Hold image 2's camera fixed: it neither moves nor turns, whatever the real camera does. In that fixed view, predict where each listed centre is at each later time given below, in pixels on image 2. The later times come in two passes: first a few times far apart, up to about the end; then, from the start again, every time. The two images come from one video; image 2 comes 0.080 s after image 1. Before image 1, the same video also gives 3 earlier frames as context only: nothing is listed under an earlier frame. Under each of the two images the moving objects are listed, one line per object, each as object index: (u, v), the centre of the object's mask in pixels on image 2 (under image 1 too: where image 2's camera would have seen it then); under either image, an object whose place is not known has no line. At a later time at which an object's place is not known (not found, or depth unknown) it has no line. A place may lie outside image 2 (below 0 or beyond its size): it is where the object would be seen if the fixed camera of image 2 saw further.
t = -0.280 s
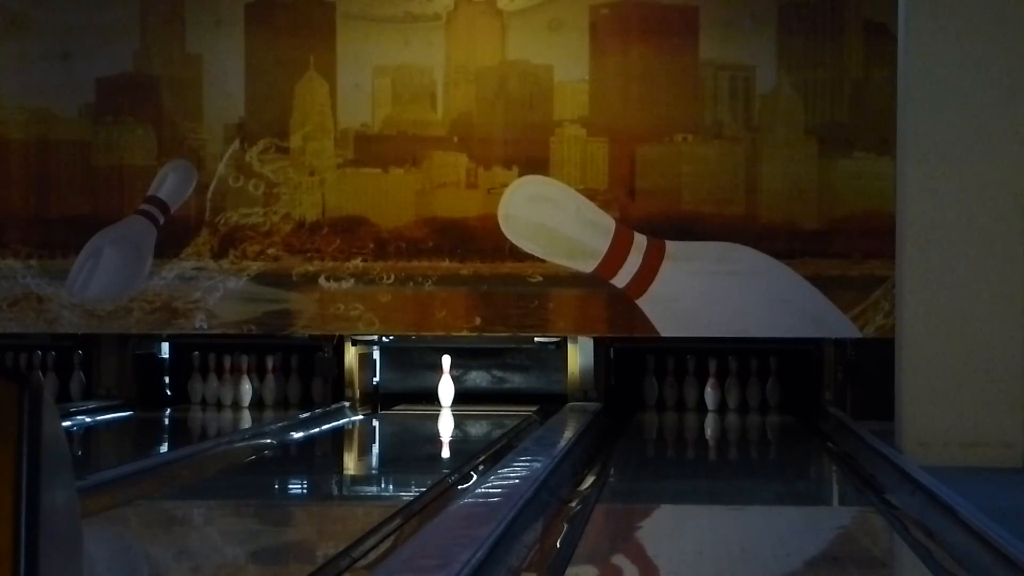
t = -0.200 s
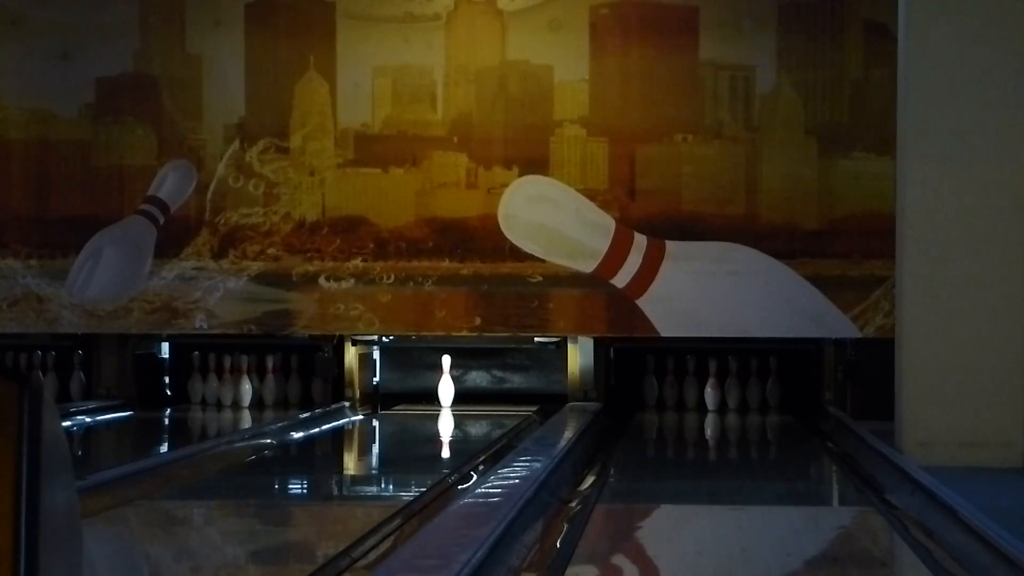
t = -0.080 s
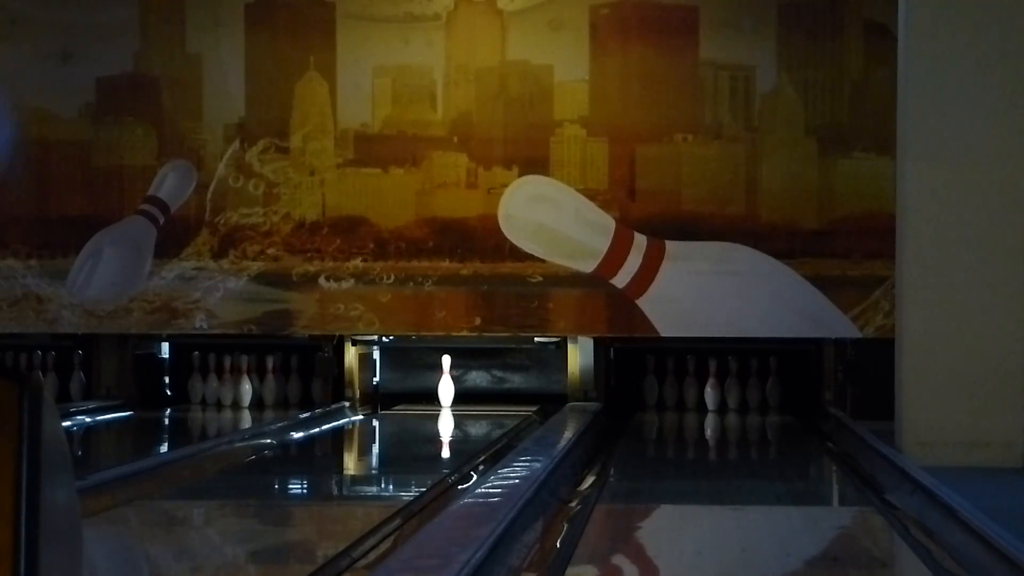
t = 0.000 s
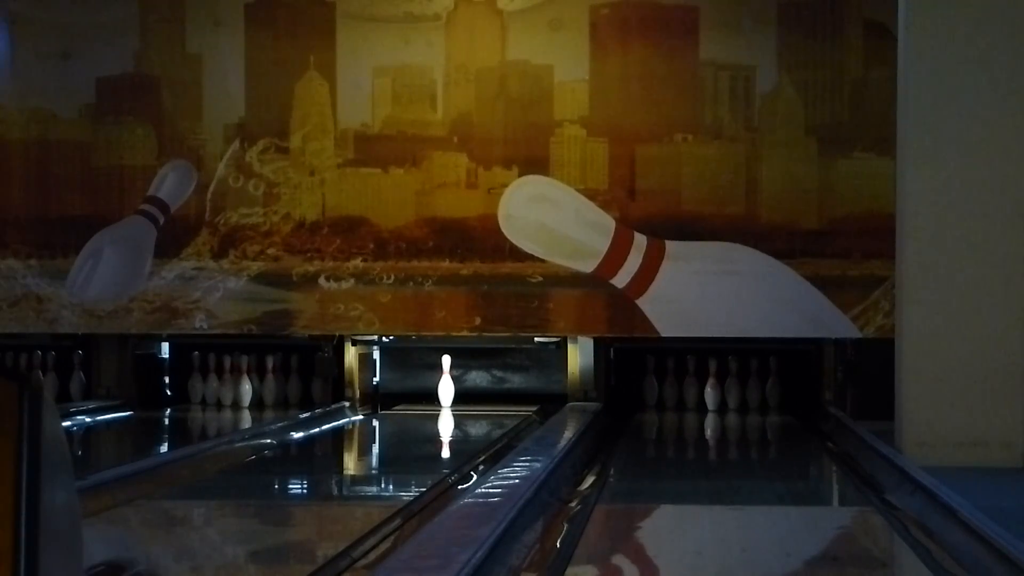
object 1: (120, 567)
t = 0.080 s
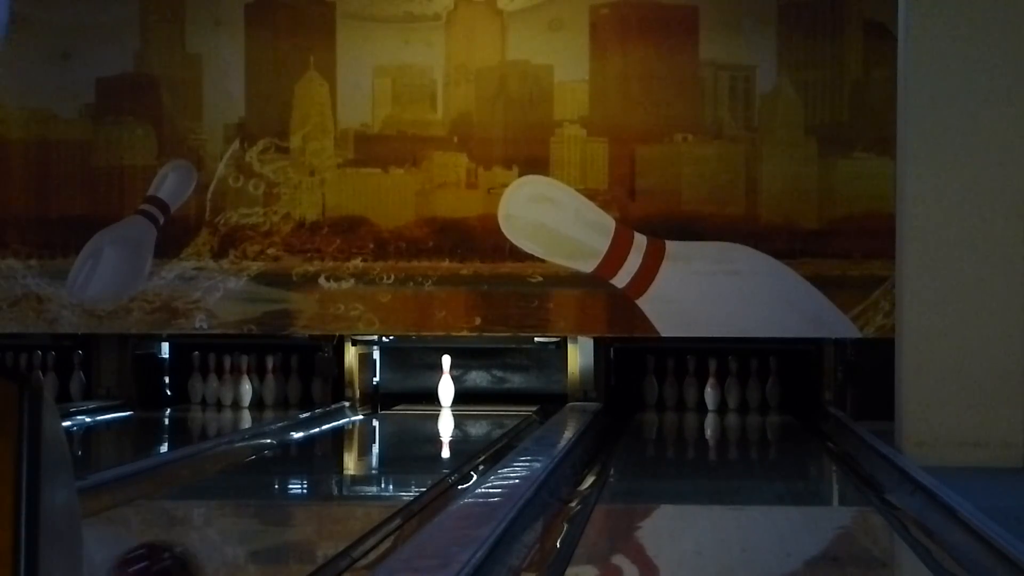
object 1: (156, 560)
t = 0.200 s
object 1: (208, 549)
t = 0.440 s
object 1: (283, 517)
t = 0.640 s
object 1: (326, 491)
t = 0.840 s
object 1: (358, 472)
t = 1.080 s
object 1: (385, 453)
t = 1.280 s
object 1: (402, 440)
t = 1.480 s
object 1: (414, 430)
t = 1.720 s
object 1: (425, 420)
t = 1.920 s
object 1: (432, 412)
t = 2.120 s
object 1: (437, 405)
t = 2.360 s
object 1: (440, 399)
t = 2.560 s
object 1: (440, 394)
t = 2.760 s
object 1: (431, 391)
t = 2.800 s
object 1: (430, 390)
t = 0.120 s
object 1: (174, 557)
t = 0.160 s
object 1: (193, 553)
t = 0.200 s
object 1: (208, 549)
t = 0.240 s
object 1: (222, 545)
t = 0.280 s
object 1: (236, 540)
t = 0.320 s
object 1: (250, 535)
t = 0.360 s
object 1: (261, 529)
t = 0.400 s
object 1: (271, 523)
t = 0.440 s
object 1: (283, 517)
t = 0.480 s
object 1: (292, 511)
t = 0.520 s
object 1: (301, 506)
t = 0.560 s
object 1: (310, 501)
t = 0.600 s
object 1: (318, 496)
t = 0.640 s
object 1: (326, 491)
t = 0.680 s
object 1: (333, 487)
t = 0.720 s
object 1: (340, 484)
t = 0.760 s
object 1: (345, 479)
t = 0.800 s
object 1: (352, 476)
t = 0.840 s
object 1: (358, 472)
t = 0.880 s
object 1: (363, 469)
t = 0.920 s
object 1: (368, 465)
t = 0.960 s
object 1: (373, 462)
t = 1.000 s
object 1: (377, 459)
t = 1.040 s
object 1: (381, 456)
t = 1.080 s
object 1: (385, 453)
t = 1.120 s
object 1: (389, 451)
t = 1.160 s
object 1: (393, 448)
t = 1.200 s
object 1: (396, 446)
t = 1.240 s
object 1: (399, 443)
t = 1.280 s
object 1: (402, 440)
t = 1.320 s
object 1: (405, 438)
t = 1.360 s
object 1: (407, 437)
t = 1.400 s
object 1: (410, 434)
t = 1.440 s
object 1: (412, 432)
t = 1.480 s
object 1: (414, 430)
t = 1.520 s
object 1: (416, 428)
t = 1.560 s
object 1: (418, 427)
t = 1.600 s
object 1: (420, 425)
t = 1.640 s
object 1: (422, 423)
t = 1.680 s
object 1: (424, 421)
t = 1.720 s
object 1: (425, 420)
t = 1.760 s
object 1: (427, 418)
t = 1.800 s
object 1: (428, 417)
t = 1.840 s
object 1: (429, 415)
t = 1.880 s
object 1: (431, 414)
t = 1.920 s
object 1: (432, 412)
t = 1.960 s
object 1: (433, 410)
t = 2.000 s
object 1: (434, 409)
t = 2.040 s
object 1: (435, 408)
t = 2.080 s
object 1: (436, 406)
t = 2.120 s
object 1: (437, 405)
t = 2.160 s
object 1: (438, 405)
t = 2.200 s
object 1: (438, 403)
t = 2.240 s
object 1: (439, 402)
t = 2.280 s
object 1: (439, 401)
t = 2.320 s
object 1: (440, 400)
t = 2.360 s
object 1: (440, 399)
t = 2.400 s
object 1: (440, 398)
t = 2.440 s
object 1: (440, 397)
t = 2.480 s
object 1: (440, 397)
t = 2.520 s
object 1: (440, 396)
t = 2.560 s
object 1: (440, 394)
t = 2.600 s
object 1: (440, 394)
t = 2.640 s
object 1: (439, 394)
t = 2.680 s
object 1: (437, 392)
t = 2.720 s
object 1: (434, 392)
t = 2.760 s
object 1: (431, 391)
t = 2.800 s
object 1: (430, 390)
